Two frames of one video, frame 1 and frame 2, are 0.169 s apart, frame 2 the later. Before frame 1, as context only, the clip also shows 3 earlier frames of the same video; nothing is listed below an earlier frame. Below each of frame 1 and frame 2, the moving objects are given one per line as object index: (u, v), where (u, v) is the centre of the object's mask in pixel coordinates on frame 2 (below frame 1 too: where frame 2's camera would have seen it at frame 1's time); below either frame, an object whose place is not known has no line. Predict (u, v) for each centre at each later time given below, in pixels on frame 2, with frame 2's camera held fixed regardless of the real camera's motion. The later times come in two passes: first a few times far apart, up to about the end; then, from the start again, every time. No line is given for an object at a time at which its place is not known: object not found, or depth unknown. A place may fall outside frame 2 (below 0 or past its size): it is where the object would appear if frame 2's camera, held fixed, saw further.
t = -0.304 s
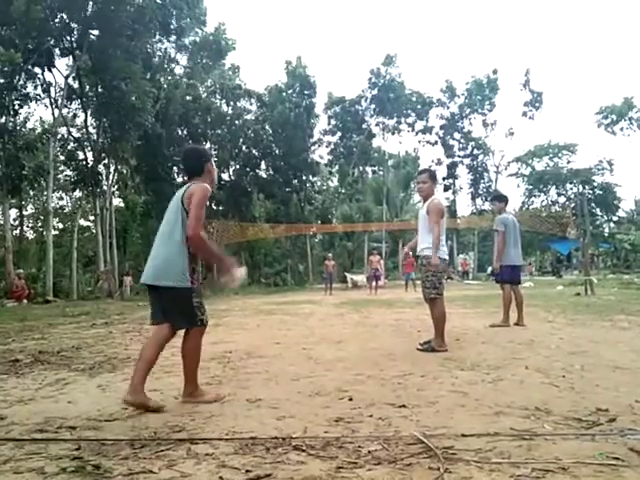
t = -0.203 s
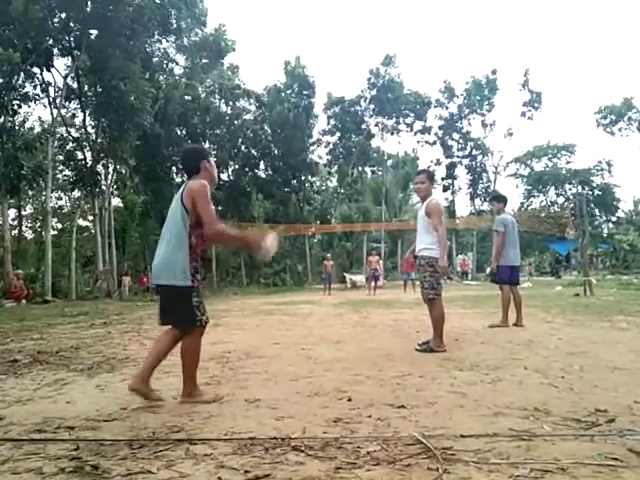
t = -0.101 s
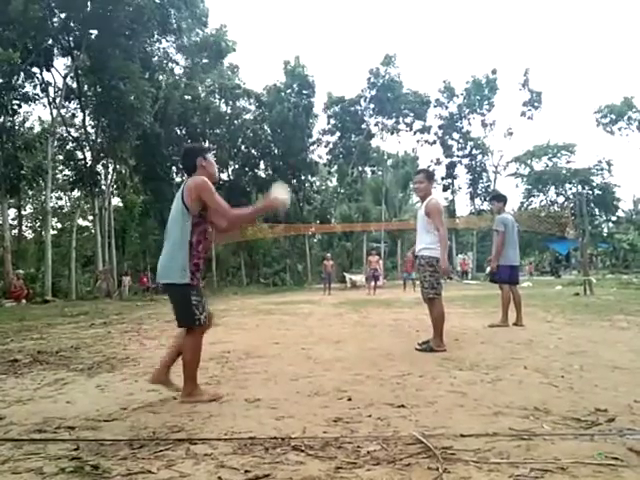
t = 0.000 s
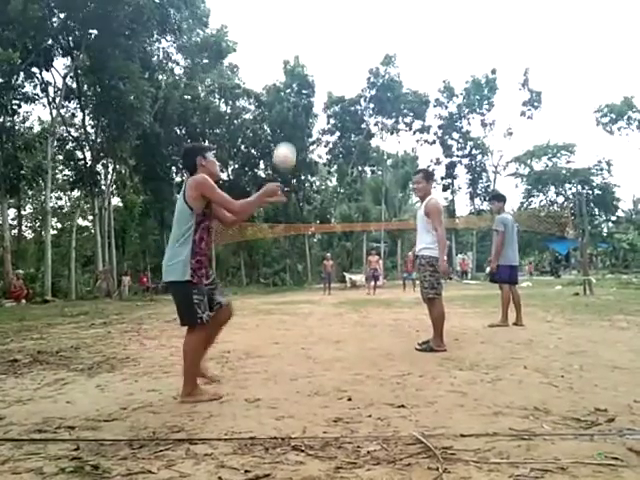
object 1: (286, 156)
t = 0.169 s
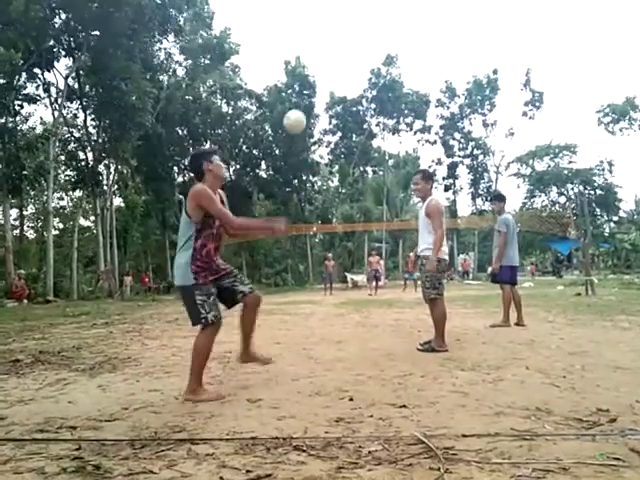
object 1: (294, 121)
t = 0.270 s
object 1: (299, 119)
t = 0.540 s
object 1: (314, 177)
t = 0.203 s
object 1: (296, 119)
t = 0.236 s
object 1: (297, 118)
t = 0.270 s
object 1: (299, 119)
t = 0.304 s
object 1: (301, 121)
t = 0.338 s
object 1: (303, 125)
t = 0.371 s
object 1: (304, 130)
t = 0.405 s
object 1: (305, 136)
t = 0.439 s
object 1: (307, 144)
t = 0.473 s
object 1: (309, 153)
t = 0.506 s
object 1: (313, 164)
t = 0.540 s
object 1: (314, 177)
